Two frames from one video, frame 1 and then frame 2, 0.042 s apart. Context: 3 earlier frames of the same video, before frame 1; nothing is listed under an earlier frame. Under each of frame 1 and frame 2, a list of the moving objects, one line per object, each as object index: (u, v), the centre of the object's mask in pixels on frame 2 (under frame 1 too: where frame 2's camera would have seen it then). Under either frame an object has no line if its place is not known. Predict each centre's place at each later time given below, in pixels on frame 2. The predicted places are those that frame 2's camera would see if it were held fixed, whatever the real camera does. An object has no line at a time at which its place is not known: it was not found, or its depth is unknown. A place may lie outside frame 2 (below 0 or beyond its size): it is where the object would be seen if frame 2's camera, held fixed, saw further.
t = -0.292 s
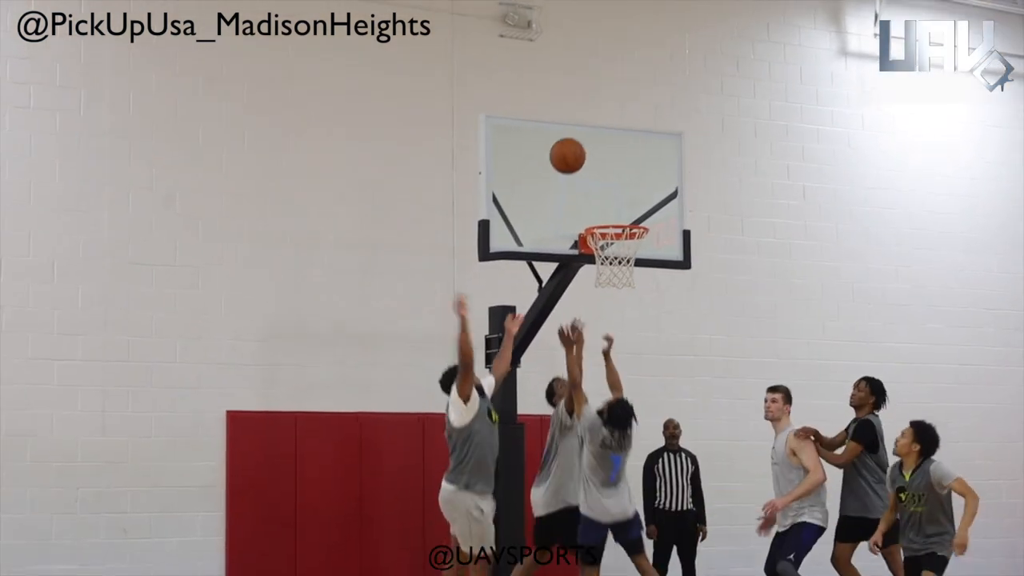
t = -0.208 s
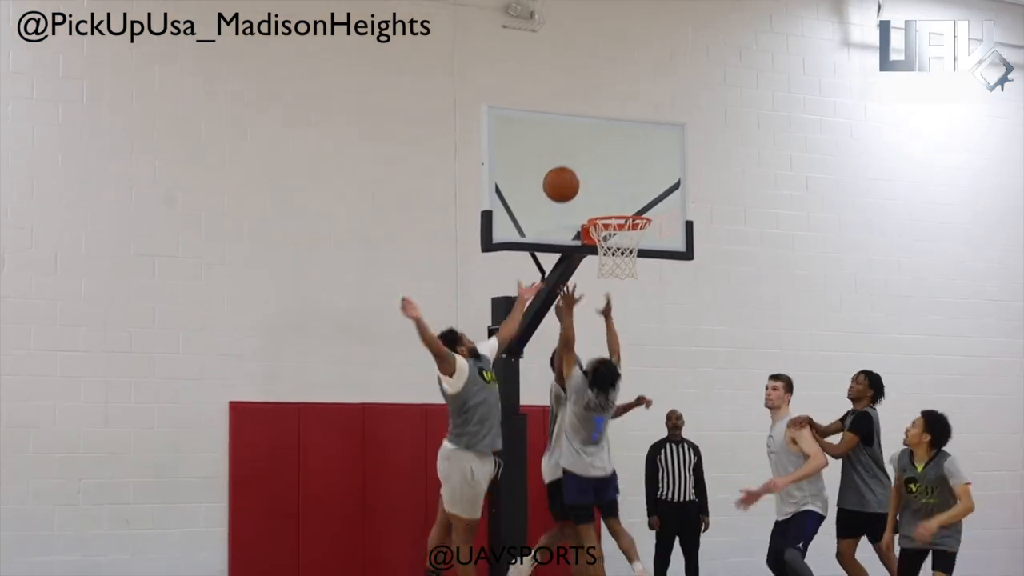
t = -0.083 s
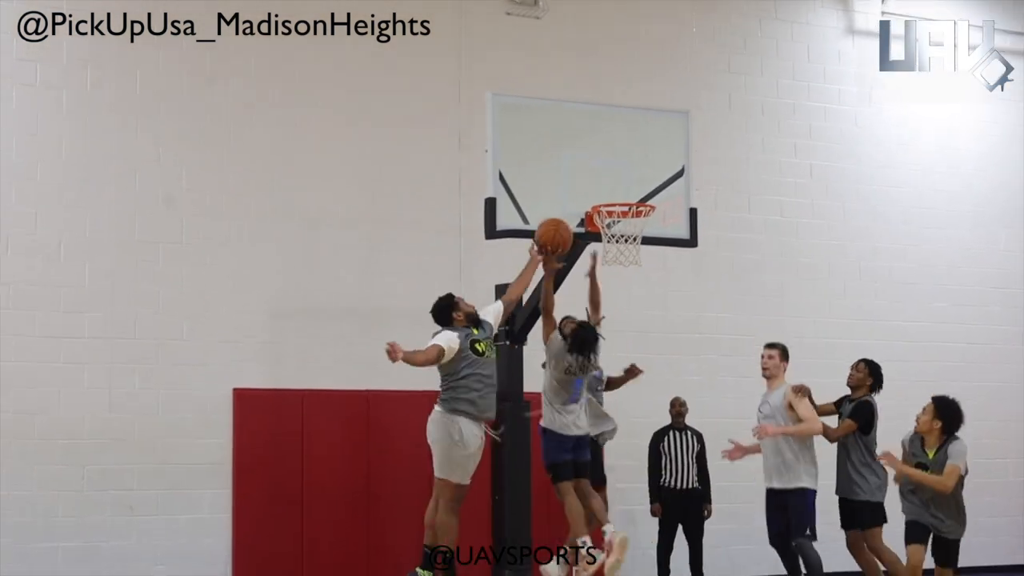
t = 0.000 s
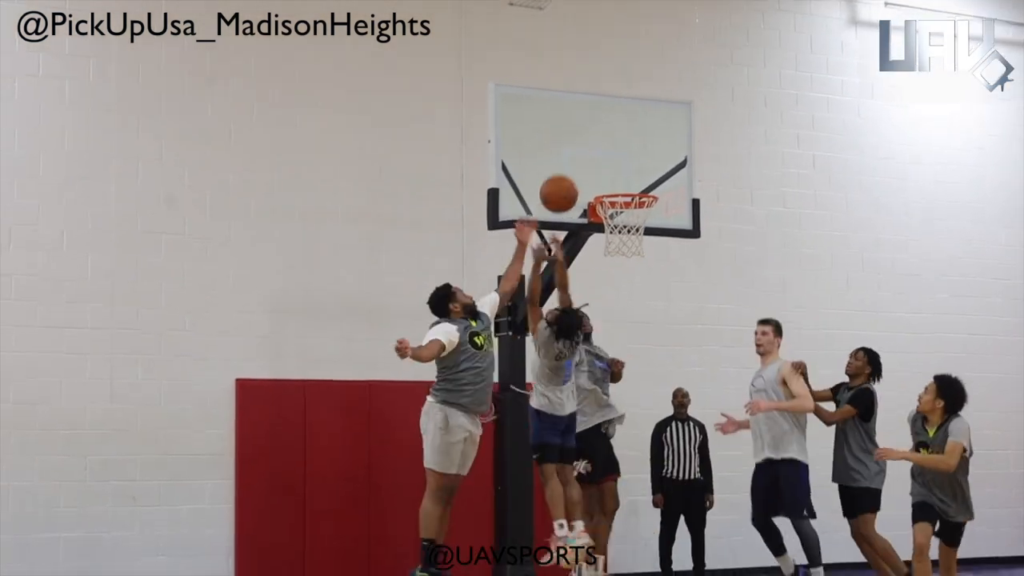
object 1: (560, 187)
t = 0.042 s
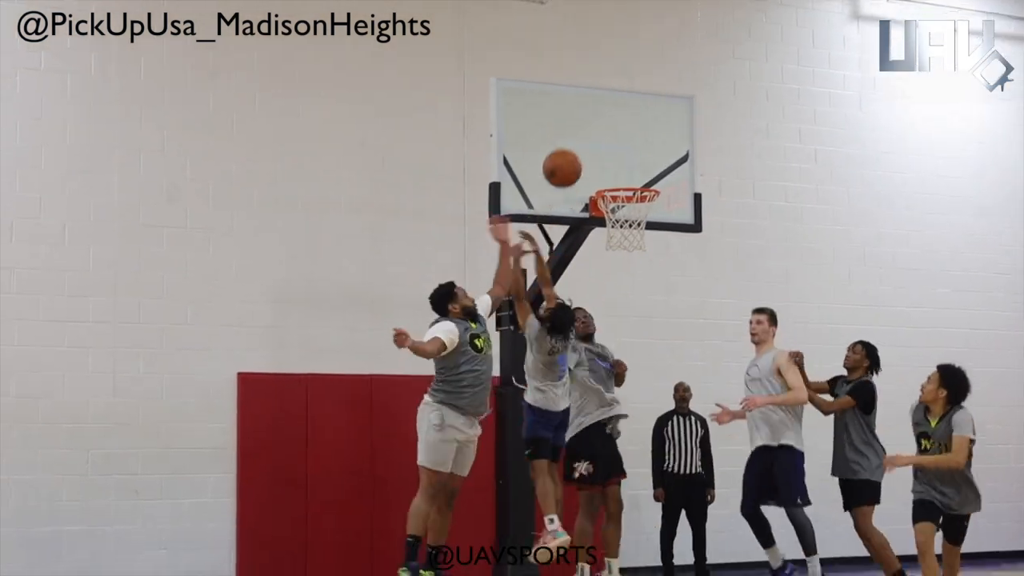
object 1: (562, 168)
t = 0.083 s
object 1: (563, 157)
